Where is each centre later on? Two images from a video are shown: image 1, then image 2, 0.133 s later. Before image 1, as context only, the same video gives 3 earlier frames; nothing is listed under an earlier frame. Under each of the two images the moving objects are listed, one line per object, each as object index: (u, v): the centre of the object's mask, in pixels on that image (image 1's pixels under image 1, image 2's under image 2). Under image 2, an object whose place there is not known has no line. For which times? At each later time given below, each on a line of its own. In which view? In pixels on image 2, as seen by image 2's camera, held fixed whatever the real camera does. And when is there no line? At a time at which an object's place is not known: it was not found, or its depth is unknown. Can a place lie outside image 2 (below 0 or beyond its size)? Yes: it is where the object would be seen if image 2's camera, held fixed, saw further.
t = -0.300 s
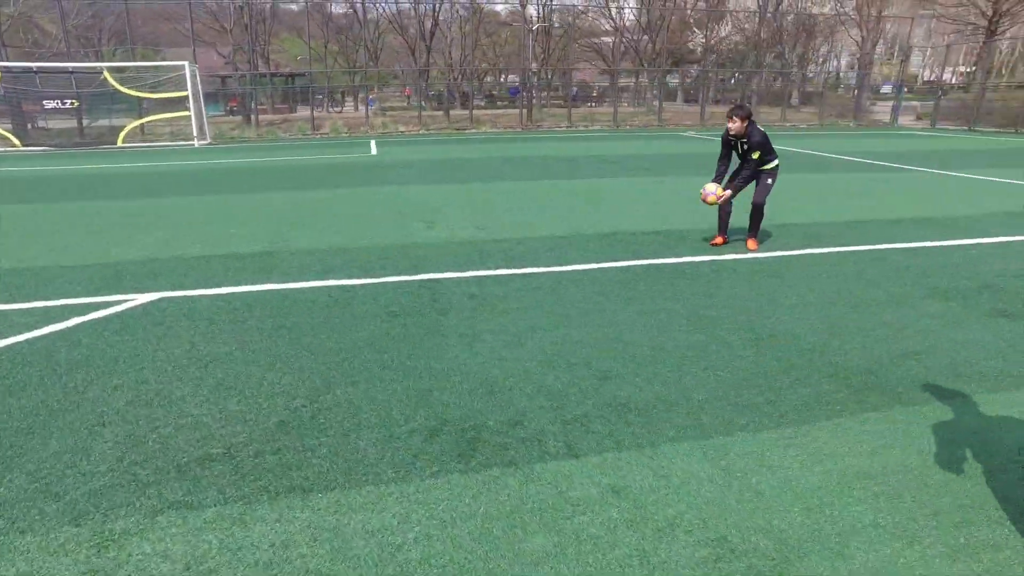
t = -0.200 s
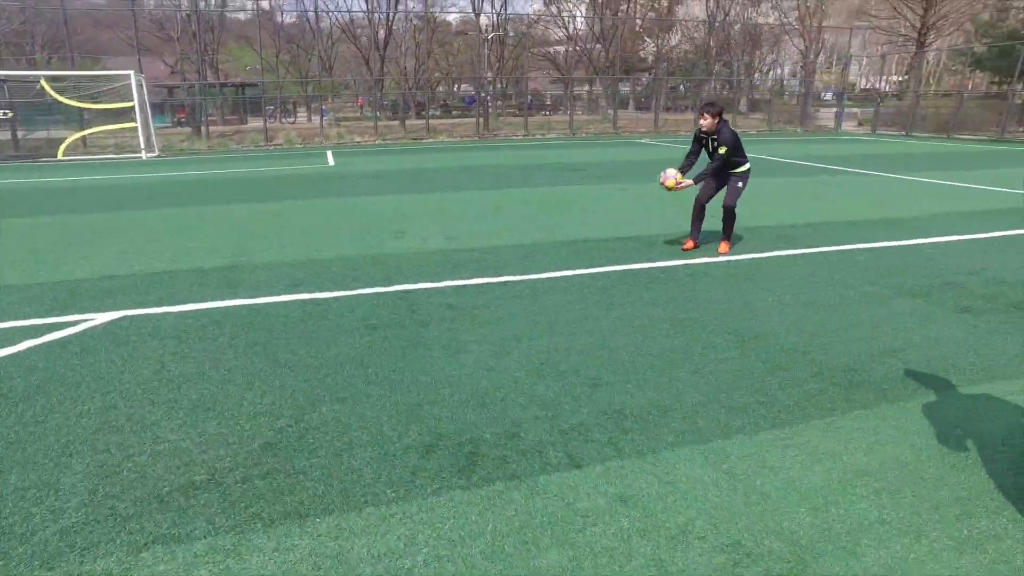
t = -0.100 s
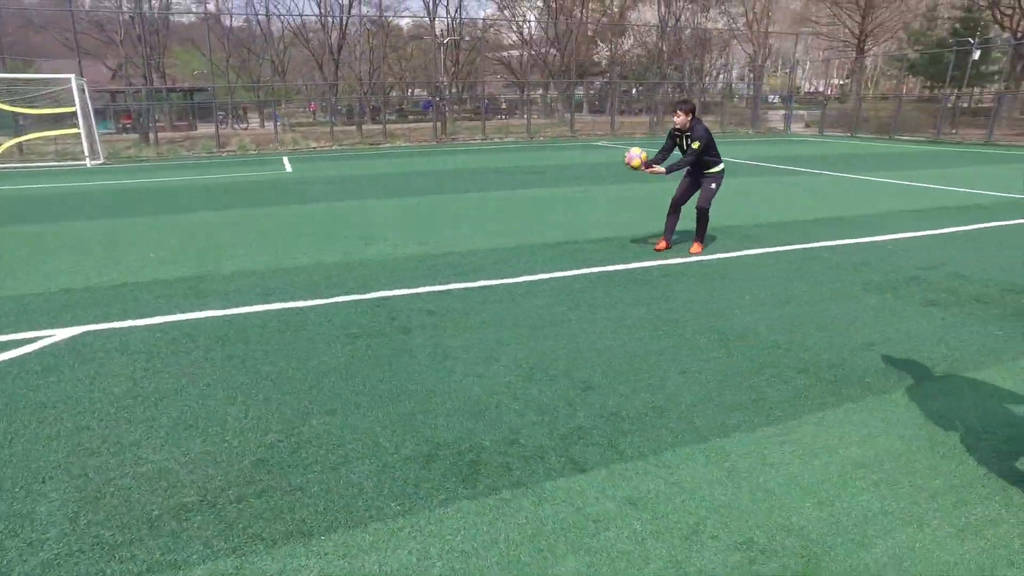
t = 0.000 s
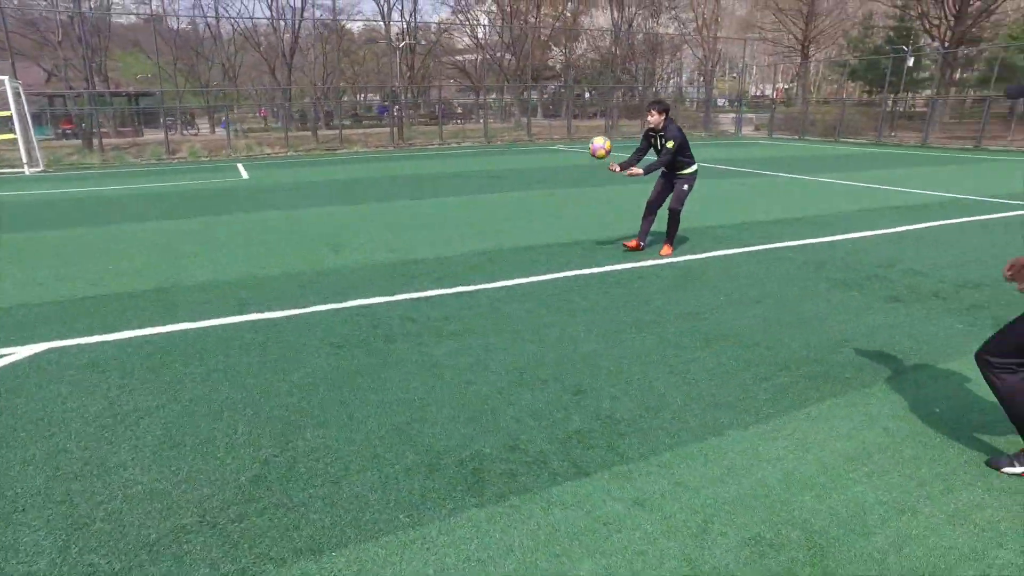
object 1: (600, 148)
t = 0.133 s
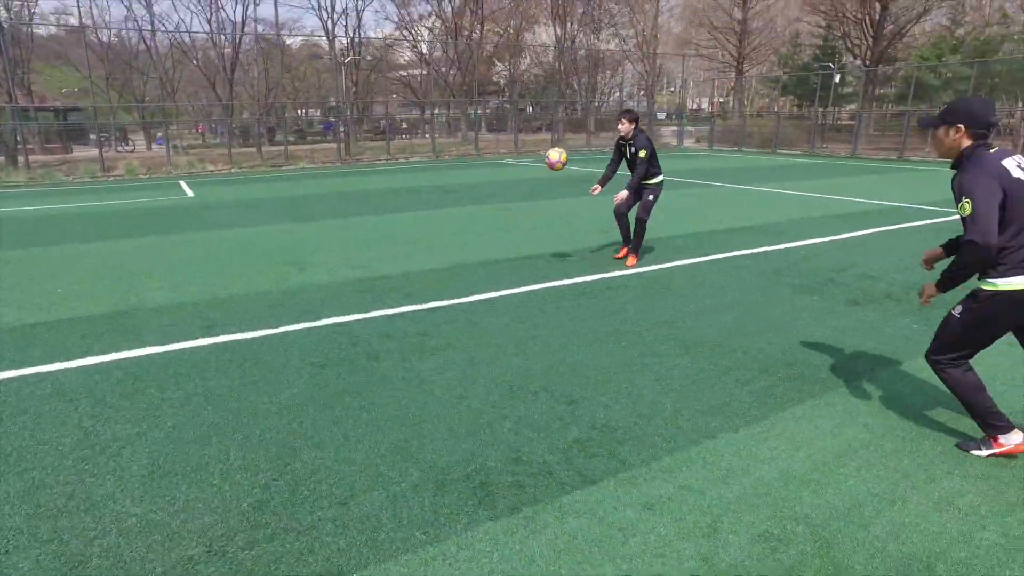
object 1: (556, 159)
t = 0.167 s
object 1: (555, 161)
